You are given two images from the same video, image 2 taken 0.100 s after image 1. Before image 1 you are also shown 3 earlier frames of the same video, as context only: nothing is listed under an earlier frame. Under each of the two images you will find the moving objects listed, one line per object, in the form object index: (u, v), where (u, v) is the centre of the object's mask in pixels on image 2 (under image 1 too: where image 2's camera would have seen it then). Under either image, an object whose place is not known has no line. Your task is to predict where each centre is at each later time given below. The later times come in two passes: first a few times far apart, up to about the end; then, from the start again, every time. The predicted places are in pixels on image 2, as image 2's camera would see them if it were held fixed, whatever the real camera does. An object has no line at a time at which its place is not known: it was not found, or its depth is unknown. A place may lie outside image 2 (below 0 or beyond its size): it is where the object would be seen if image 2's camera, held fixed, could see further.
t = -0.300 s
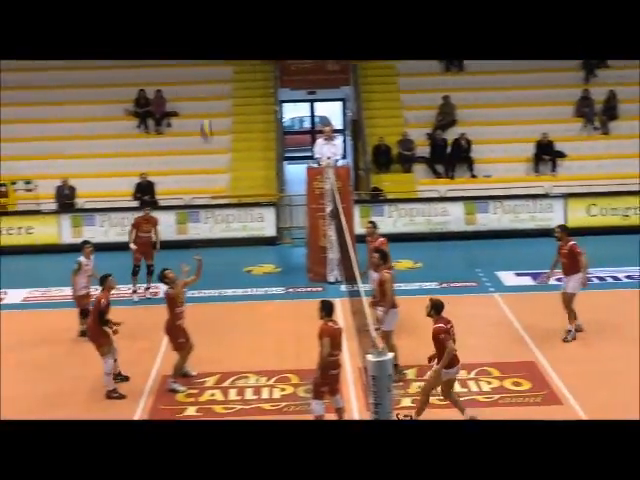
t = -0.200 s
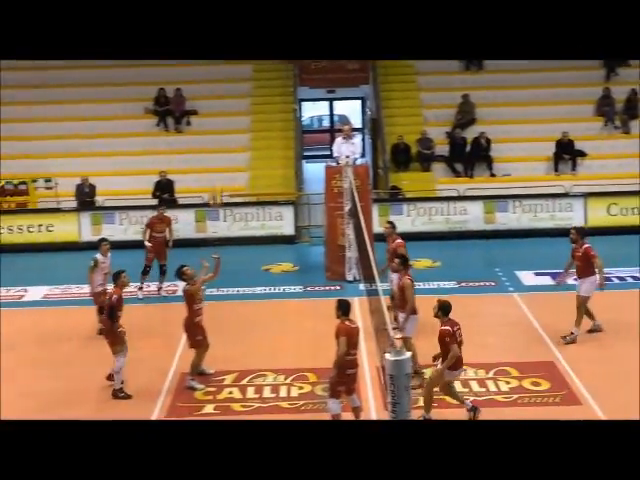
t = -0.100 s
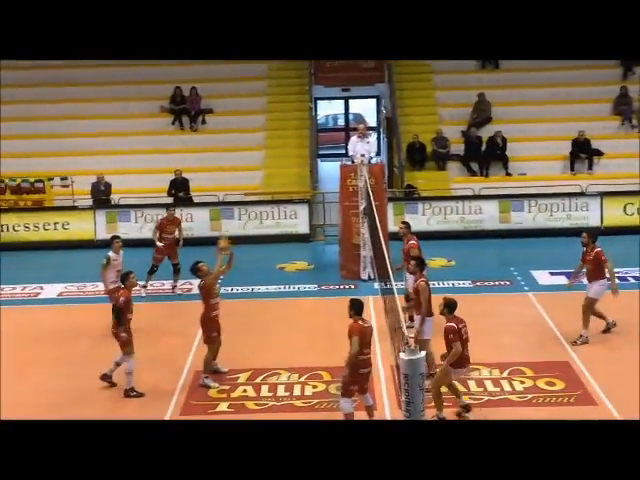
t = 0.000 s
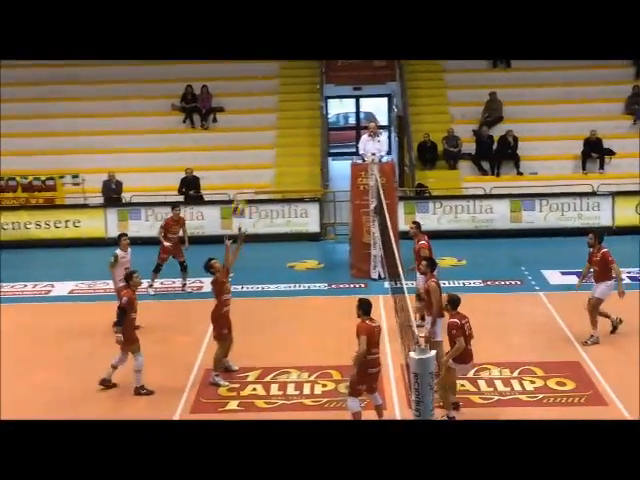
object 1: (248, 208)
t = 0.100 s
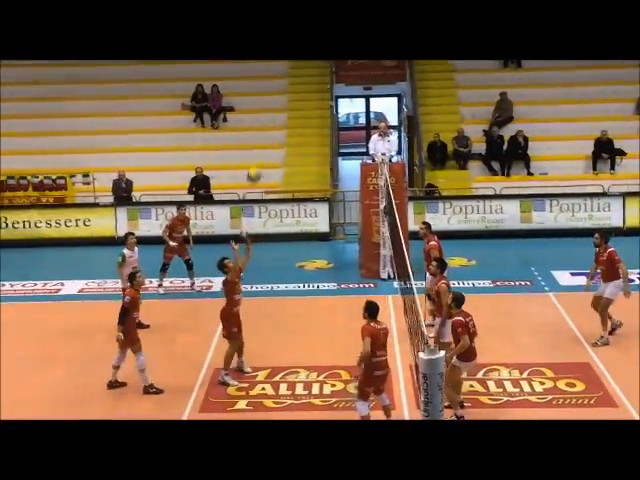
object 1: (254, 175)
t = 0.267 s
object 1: (266, 135)
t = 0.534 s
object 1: (286, 111)
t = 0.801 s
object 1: (309, 137)
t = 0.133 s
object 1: (256, 166)
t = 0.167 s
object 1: (258, 157)
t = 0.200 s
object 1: (261, 150)
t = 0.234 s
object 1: (264, 142)
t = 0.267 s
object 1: (266, 135)
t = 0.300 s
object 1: (267, 130)
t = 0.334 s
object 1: (269, 125)
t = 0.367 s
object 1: (273, 121)
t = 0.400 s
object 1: (275, 117)
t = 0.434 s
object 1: (278, 114)
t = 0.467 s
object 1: (280, 113)
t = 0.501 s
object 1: (283, 111)
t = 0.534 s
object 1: (286, 111)
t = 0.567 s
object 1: (289, 111)
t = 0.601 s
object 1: (292, 112)
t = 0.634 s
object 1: (295, 114)
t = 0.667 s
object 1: (298, 117)
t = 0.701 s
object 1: (301, 120)
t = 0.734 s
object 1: (303, 125)
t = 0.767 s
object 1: (307, 130)
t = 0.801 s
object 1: (309, 137)
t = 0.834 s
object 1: (313, 144)
